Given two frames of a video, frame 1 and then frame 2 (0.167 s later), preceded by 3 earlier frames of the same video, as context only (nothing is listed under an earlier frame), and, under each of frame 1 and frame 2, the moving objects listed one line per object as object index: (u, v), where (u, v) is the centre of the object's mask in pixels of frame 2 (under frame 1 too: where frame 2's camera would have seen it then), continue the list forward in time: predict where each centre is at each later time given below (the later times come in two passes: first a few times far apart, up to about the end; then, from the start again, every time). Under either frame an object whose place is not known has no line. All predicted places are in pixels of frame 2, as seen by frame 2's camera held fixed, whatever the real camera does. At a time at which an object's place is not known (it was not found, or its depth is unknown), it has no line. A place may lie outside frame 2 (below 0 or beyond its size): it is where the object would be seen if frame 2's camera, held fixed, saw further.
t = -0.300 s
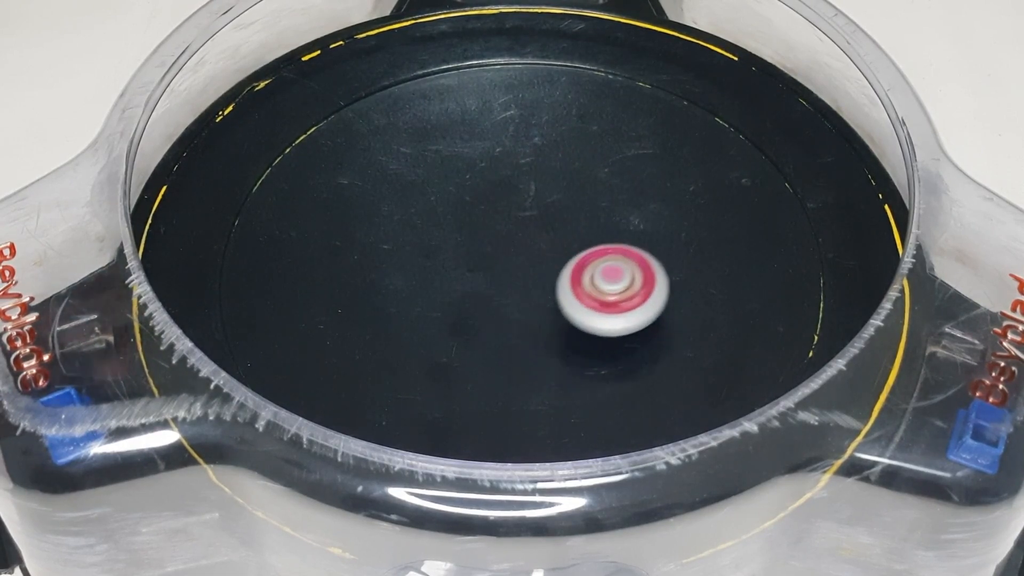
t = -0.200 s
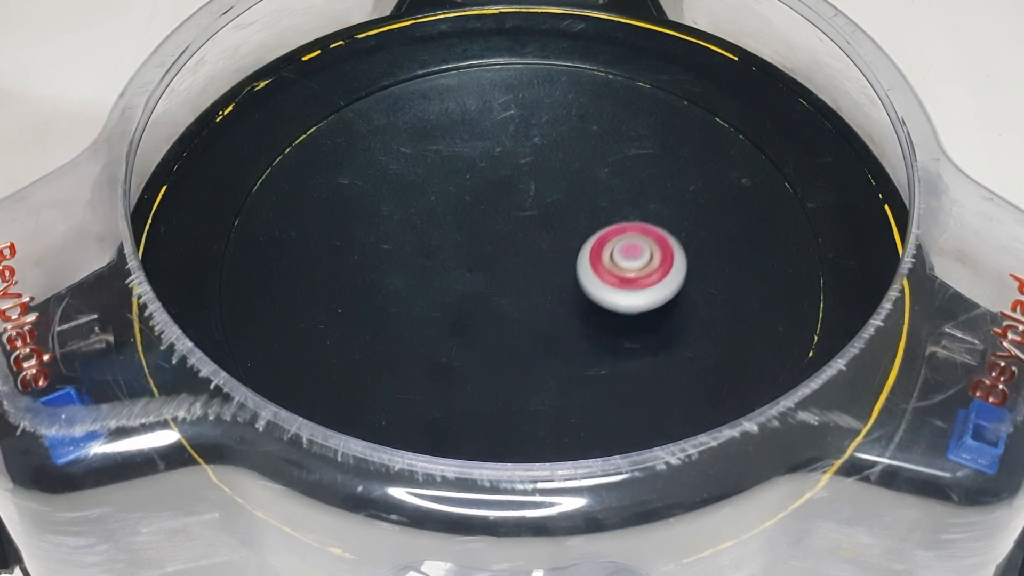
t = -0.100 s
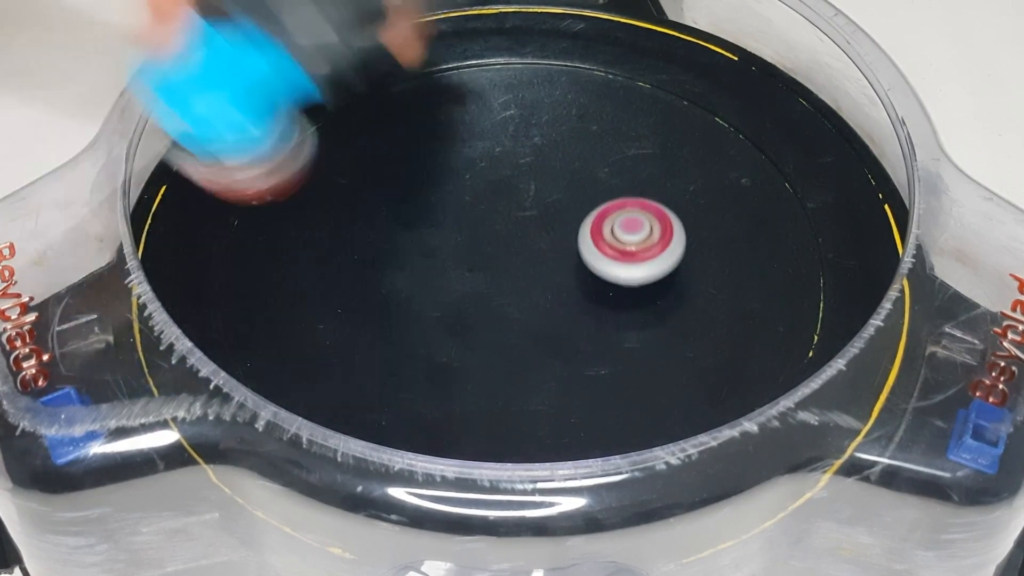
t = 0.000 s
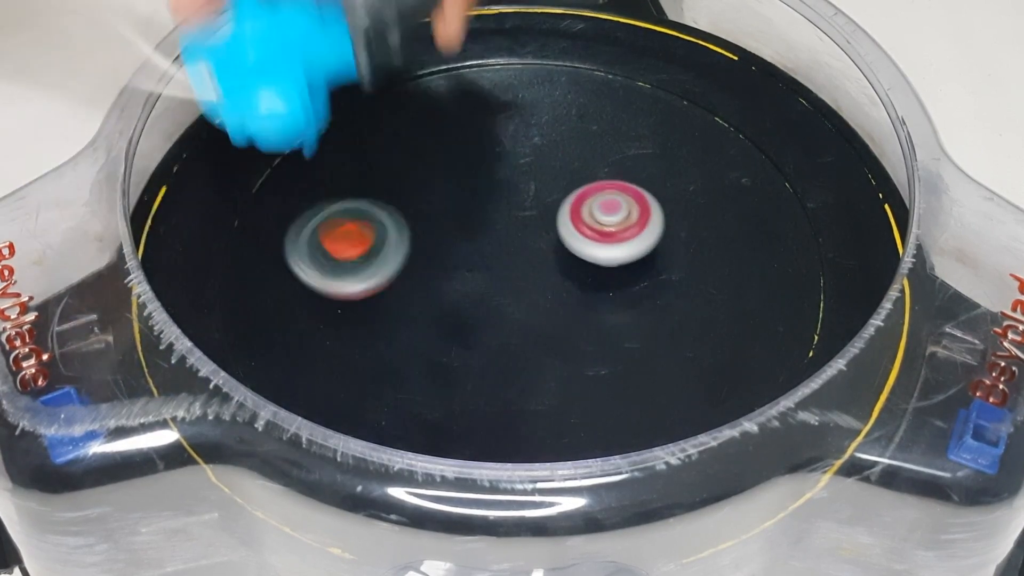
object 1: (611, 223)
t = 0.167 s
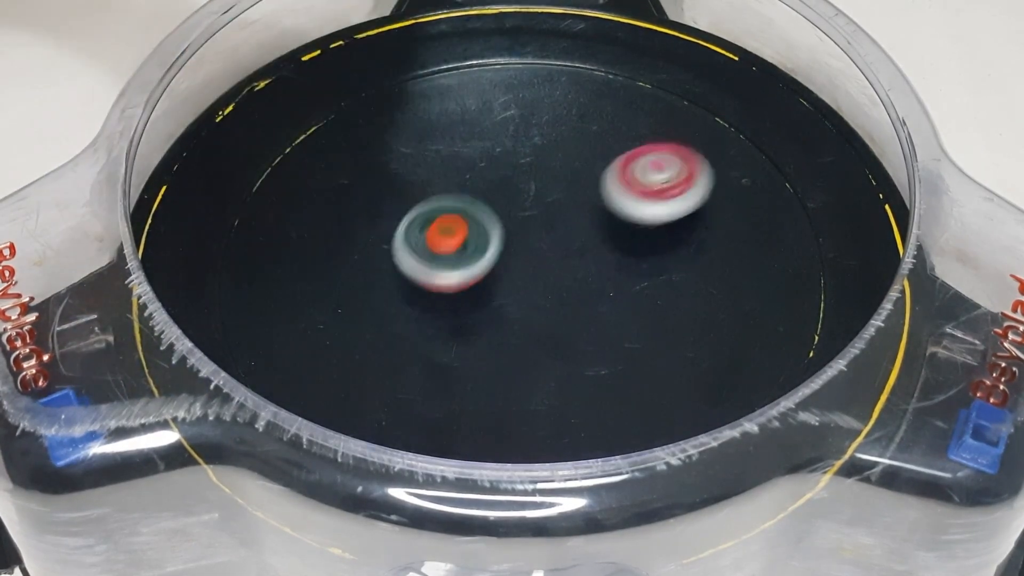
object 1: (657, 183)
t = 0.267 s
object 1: (713, 160)
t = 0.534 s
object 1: (576, 163)
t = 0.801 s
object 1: (427, 239)
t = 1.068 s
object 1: (466, 355)
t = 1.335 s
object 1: (624, 335)
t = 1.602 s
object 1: (725, 241)
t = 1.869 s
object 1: (723, 210)
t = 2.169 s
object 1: (497, 193)
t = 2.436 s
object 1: (460, 284)
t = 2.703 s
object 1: (572, 321)
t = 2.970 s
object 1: (619, 242)
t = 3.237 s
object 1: (610, 190)
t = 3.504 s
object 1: (649, 175)
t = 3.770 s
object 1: (530, 178)
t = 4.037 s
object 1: (484, 249)
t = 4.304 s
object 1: (564, 297)
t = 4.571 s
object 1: (621, 257)
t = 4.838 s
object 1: (596, 226)
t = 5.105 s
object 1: (609, 245)
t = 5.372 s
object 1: (750, 253)
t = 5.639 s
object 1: (614, 196)
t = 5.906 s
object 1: (493, 220)
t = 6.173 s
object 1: (491, 311)
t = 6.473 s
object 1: (580, 309)
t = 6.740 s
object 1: (570, 282)
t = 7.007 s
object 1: (667, 363)
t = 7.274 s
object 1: (646, 257)
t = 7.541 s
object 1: (638, 166)
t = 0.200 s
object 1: (684, 174)
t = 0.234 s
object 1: (703, 166)
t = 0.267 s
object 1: (713, 160)
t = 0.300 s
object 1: (715, 157)
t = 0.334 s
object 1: (709, 156)
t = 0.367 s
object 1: (697, 156)
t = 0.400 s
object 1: (678, 157)
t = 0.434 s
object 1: (655, 159)
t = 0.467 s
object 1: (629, 160)
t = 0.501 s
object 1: (602, 161)
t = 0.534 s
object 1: (576, 163)
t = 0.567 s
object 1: (550, 166)
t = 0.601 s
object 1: (526, 170)
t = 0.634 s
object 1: (504, 177)
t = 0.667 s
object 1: (484, 186)
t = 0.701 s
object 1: (466, 196)
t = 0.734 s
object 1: (450, 209)
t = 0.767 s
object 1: (437, 223)
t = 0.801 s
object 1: (427, 239)
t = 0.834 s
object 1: (419, 255)
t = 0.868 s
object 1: (414, 272)
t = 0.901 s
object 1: (413, 288)
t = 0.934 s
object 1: (417, 303)
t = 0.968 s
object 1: (424, 318)
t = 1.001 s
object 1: (435, 332)
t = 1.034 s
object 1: (449, 344)
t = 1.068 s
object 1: (466, 355)
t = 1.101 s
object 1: (486, 363)
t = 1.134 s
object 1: (507, 367)
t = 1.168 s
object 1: (529, 369)
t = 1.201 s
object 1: (551, 368)
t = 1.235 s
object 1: (573, 364)
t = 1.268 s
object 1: (592, 356)
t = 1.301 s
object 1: (610, 347)
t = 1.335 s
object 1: (624, 335)
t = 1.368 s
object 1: (636, 322)
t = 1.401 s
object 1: (643, 307)
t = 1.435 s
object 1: (646, 291)
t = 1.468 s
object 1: (645, 275)
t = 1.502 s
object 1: (640, 260)
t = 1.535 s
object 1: (633, 246)
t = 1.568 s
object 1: (674, 243)
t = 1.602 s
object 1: (725, 241)
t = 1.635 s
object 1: (767, 237)
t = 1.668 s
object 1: (800, 232)
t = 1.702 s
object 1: (822, 226)
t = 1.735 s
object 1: (815, 223)
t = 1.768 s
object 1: (800, 222)
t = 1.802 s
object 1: (779, 219)
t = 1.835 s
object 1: (753, 215)
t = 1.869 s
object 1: (723, 210)
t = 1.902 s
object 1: (691, 205)
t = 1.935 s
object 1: (658, 199)
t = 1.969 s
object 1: (627, 193)
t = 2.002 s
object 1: (599, 188)
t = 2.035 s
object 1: (573, 184)
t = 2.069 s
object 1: (550, 183)
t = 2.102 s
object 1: (530, 184)
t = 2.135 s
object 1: (513, 187)
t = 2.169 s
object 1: (497, 193)
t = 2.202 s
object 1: (484, 201)
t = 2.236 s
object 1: (473, 211)
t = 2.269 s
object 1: (465, 222)
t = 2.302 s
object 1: (458, 234)
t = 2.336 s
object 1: (454, 247)
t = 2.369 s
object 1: (453, 260)
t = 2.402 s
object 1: (455, 272)
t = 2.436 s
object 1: (460, 284)
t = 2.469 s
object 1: (469, 295)
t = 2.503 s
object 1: (479, 304)
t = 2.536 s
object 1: (491, 312)
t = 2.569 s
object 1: (505, 318)
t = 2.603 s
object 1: (521, 323)
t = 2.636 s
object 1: (538, 325)
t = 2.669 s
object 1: (556, 324)
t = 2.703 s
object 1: (572, 321)
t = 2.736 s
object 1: (587, 315)
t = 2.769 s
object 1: (600, 307)
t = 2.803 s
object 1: (609, 298)
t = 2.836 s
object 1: (616, 287)
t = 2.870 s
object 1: (621, 277)
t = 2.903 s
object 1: (623, 265)
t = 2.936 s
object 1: (623, 254)
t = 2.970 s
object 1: (619, 242)
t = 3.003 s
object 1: (613, 232)
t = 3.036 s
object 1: (604, 223)
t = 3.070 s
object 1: (593, 215)
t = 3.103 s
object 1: (580, 209)
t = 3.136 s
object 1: (567, 204)
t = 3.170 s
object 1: (553, 201)
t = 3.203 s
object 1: (577, 195)
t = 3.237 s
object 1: (610, 190)
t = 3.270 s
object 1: (637, 185)
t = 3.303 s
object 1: (658, 180)
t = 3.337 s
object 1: (671, 178)
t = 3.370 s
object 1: (677, 176)
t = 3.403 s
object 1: (677, 175)
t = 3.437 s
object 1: (671, 175)
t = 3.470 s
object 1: (662, 175)
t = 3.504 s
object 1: (649, 175)
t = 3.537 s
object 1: (633, 174)
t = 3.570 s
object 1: (617, 174)
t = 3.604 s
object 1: (601, 173)
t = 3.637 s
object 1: (585, 172)
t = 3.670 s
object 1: (569, 172)
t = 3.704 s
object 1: (555, 173)
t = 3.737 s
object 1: (542, 175)
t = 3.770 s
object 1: (530, 178)
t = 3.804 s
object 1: (519, 183)
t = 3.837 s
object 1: (509, 189)
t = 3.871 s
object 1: (500, 197)
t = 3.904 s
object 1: (492, 206)
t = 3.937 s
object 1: (487, 215)
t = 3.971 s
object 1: (484, 226)
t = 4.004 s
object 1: (483, 237)
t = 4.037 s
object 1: (484, 249)
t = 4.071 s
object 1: (488, 259)
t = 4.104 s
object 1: (494, 269)
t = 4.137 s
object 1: (503, 278)
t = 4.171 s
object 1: (513, 286)
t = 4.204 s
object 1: (526, 291)
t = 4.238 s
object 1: (538, 295)
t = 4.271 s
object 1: (552, 297)
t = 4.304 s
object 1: (564, 297)
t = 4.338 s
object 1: (576, 296)
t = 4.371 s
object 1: (587, 293)
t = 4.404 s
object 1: (596, 288)
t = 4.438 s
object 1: (604, 283)
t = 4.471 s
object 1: (610, 277)
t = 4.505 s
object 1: (615, 271)
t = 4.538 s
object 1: (619, 264)
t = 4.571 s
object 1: (621, 257)
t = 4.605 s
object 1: (621, 251)
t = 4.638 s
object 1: (620, 244)
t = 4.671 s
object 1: (616, 237)
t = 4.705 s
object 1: (609, 232)
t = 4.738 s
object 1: (599, 227)
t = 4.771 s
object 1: (589, 224)
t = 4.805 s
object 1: (594, 225)
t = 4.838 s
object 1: (596, 226)
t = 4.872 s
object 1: (592, 226)
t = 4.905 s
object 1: (586, 225)
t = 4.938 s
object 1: (579, 224)
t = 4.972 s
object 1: (570, 224)
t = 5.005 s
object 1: (560, 225)
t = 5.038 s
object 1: (552, 227)
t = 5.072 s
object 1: (565, 233)
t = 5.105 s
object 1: (609, 245)
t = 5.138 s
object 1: (651, 255)
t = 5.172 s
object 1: (687, 262)
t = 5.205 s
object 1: (716, 267)
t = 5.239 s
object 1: (738, 269)
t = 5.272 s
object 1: (751, 269)
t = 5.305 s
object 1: (757, 266)
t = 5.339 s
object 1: (756, 260)
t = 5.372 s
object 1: (750, 253)
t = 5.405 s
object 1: (739, 243)
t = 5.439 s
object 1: (725, 233)
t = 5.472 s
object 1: (709, 223)
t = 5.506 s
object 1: (691, 214)
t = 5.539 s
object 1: (672, 206)
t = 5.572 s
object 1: (652, 200)
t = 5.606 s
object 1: (633, 197)
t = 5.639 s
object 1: (614, 196)
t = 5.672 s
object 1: (595, 196)
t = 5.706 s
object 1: (577, 197)
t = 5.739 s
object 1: (559, 197)
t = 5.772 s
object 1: (541, 196)
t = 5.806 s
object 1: (526, 197)
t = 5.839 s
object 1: (513, 203)
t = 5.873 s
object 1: (502, 210)
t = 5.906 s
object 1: (493, 220)
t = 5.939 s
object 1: (486, 232)
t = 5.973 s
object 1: (481, 244)
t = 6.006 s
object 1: (477, 256)
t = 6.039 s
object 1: (475, 269)
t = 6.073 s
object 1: (475, 281)
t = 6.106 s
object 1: (478, 292)
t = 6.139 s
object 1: (483, 302)
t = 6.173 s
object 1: (491, 311)
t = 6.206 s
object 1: (500, 318)
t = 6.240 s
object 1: (511, 323)
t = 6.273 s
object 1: (523, 326)
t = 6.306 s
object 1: (536, 327)
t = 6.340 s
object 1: (548, 326)
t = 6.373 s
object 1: (559, 324)
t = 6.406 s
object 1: (569, 320)
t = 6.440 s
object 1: (576, 315)
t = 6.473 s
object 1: (580, 309)
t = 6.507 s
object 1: (582, 303)
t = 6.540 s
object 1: (582, 297)
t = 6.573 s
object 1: (581, 291)
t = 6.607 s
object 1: (579, 286)
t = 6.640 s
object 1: (575, 280)
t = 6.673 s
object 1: (571, 275)
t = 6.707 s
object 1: (567, 271)
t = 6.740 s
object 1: (570, 282)
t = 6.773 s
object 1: (587, 314)
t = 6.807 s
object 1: (602, 340)
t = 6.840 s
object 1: (615, 361)
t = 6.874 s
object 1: (627, 375)
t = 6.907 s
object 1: (638, 381)
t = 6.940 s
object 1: (647, 381)
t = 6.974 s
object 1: (658, 374)
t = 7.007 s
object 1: (667, 363)
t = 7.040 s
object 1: (675, 350)
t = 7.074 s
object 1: (680, 336)
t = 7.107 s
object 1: (682, 321)
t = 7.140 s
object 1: (680, 306)
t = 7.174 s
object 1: (675, 292)
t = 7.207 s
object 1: (667, 279)
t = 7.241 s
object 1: (657, 267)
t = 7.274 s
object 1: (646, 257)
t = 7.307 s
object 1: (636, 248)
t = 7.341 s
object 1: (655, 231)
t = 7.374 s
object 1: (672, 214)
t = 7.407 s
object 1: (679, 200)
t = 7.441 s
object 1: (679, 188)
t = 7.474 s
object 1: (672, 179)
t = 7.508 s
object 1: (657, 172)
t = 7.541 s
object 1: (638, 166)
